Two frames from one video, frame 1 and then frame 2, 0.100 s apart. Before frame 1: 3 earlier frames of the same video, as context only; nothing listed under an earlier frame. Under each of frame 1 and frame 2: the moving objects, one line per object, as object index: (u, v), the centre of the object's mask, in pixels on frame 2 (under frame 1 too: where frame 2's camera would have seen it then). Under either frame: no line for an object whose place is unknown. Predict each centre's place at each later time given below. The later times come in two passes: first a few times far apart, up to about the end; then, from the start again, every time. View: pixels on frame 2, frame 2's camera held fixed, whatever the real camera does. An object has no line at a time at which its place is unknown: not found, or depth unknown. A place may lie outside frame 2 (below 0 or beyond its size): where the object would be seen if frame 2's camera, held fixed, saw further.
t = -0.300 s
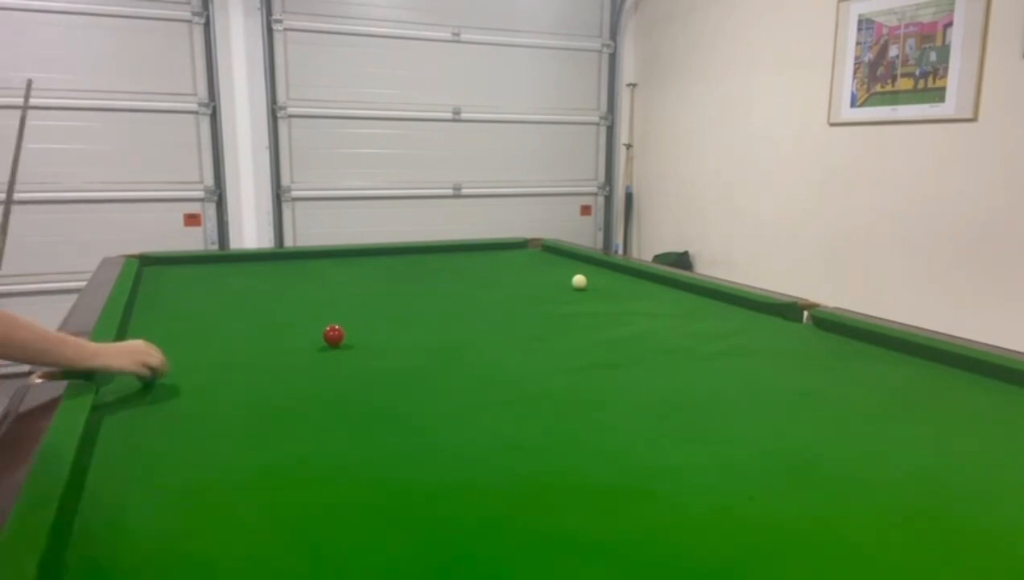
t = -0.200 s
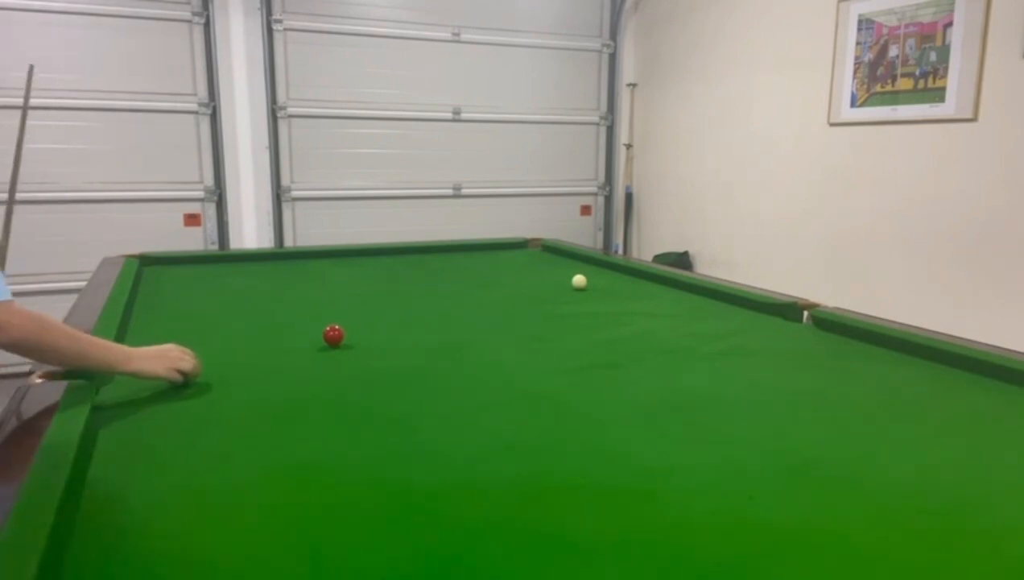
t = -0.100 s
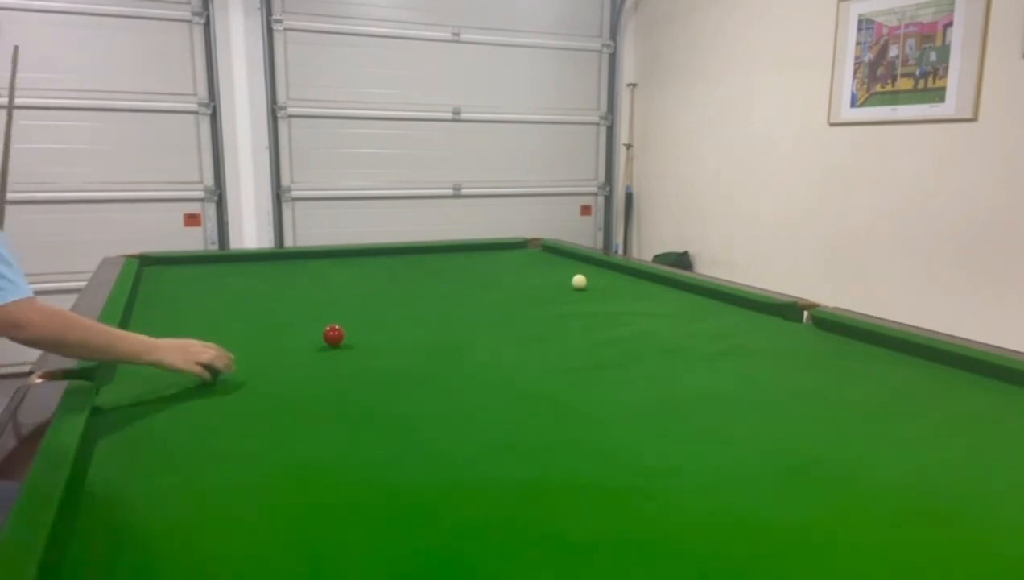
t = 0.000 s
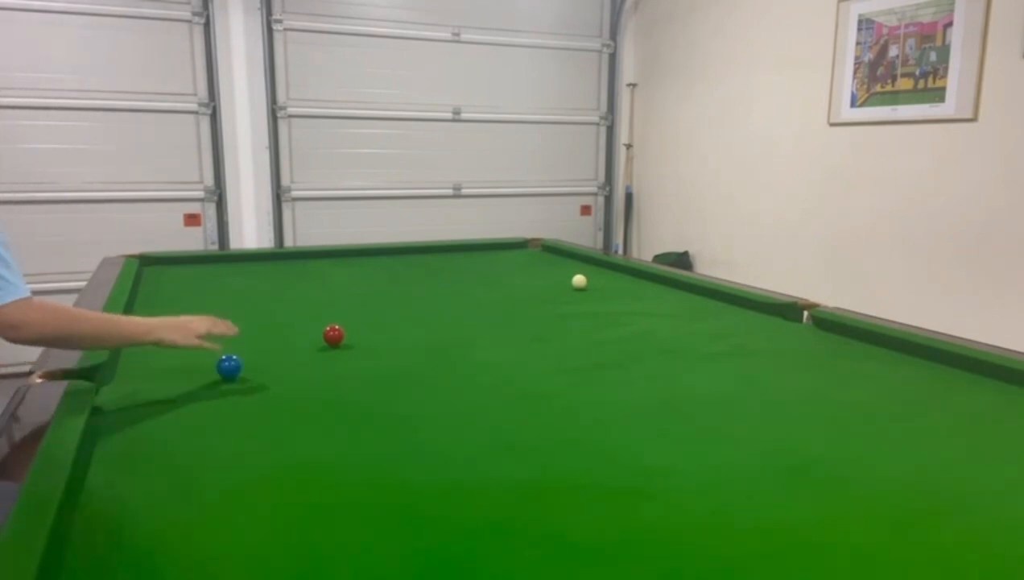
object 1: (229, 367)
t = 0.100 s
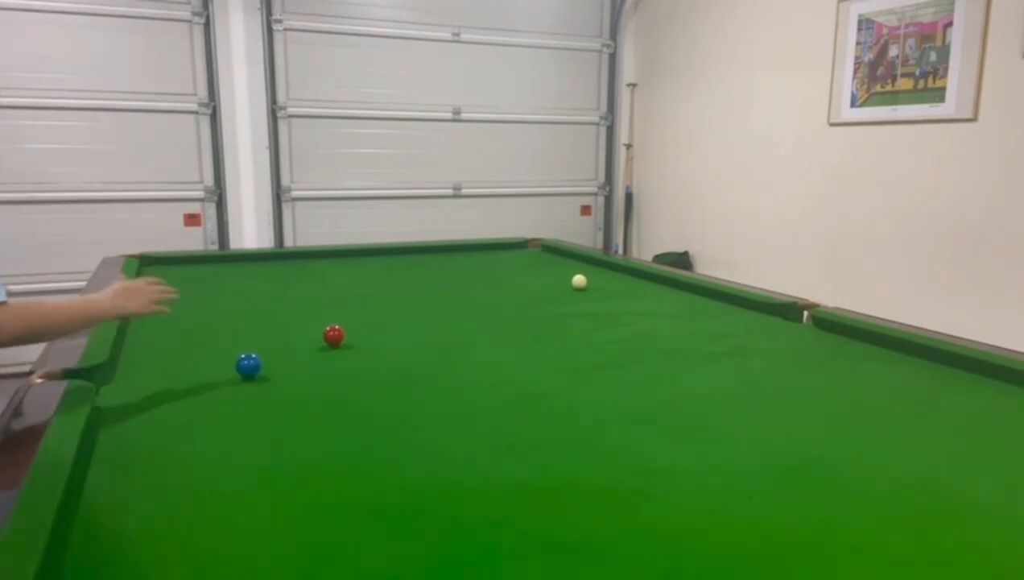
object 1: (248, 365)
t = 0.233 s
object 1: (272, 363)
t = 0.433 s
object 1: (306, 361)
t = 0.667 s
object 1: (341, 358)
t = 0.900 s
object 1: (373, 357)
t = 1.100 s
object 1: (398, 355)
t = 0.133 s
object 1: (254, 365)
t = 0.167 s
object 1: (260, 364)
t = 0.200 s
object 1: (266, 364)
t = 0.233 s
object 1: (272, 363)
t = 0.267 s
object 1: (278, 363)
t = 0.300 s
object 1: (284, 362)
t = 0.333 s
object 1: (289, 362)
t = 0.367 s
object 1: (295, 362)
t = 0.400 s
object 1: (301, 362)
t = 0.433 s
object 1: (306, 361)
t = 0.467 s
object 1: (311, 361)
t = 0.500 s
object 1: (317, 360)
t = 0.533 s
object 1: (321, 360)
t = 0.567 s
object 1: (326, 360)
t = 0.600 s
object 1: (332, 359)
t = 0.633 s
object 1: (336, 359)
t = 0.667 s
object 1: (341, 358)
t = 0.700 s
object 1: (346, 358)
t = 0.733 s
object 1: (351, 358)
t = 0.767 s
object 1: (355, 358)
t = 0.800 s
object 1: (360, 357)
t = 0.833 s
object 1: (365, 357)
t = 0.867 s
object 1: (369, 357)
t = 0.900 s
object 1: (373, 357)
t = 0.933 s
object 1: (378, 356)
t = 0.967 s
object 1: (382, 356)
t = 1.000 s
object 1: (386, 355)
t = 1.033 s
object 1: (390, 355)
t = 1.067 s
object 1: (394, 355)
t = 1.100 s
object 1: (398, 355)
